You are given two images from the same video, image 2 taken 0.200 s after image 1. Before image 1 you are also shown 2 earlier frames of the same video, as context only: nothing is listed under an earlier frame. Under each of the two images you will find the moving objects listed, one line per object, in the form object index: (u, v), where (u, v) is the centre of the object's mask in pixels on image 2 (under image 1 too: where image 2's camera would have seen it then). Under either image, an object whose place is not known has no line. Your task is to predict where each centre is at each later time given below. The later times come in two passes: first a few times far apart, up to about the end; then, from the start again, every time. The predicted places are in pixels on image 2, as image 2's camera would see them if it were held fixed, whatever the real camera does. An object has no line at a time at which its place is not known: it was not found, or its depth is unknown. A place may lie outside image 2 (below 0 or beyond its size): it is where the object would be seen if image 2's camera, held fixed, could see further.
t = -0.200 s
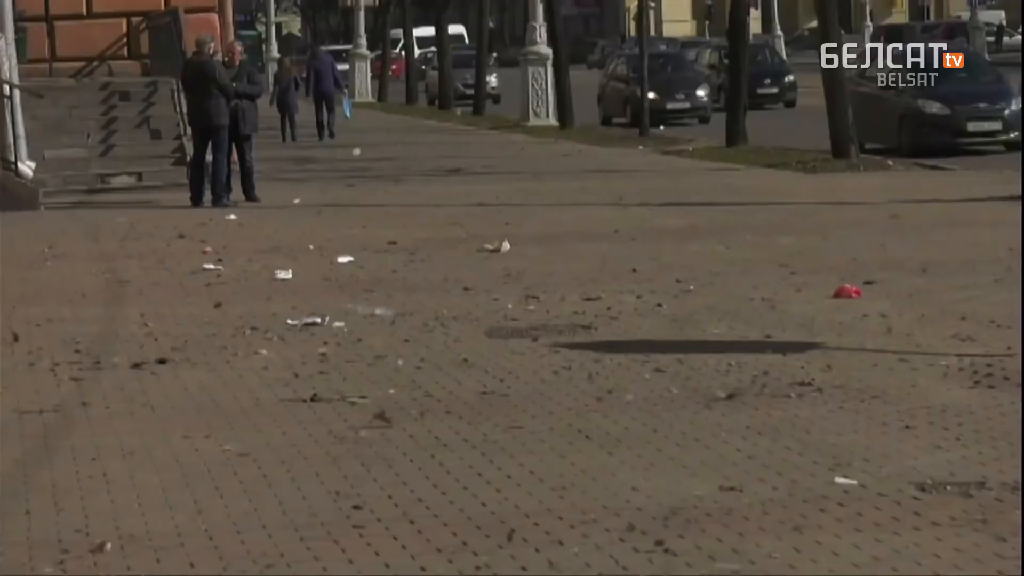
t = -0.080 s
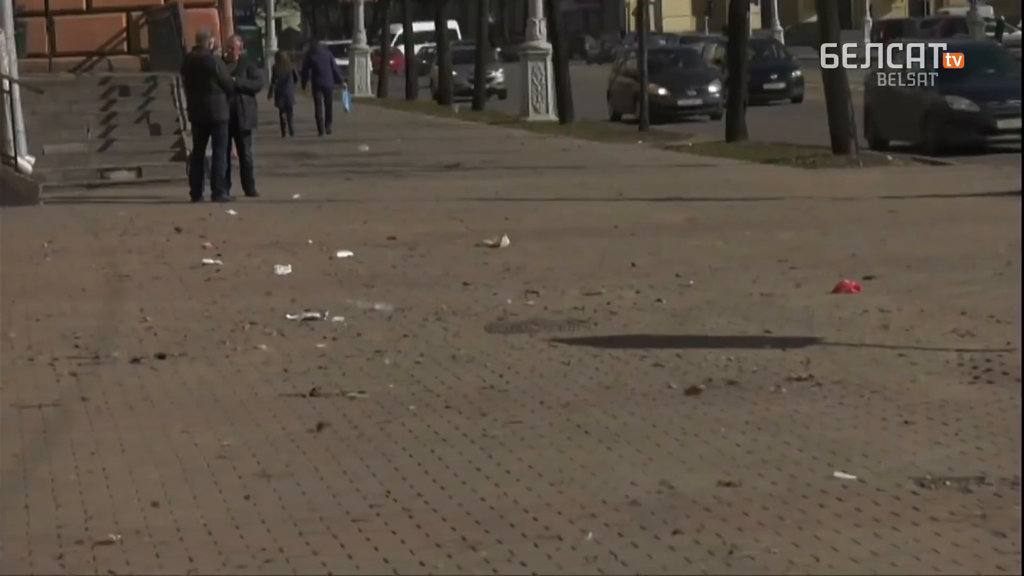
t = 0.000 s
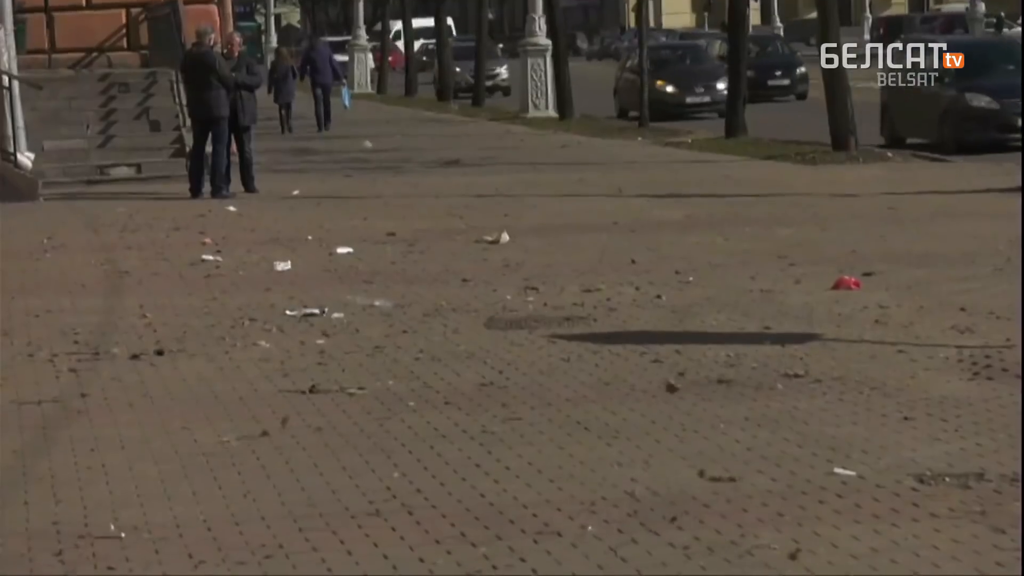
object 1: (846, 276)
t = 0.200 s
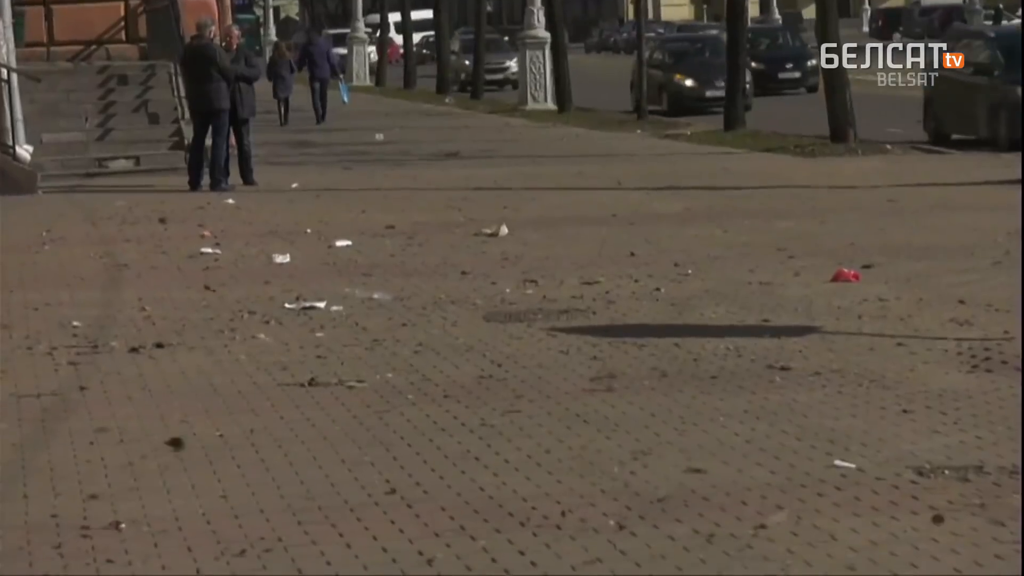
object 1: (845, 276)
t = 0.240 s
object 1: (846, 276)
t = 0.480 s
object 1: (845, 276)
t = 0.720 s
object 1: (844, 276)
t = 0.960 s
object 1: (820, 272)
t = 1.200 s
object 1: (771, 282)
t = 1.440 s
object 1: (727, 277)
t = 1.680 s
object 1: (671, 289)
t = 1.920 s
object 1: (629, 284)
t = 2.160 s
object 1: (577, 296)
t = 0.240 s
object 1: (846, 276)
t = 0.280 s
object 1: (846, 276)
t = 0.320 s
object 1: (846, 276)
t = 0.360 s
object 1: (845, 276)
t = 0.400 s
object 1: (845, 276)
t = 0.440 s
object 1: (845, 276)
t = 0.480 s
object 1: (845, 276)
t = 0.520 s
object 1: (845, 276)
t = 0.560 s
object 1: (845, 276)
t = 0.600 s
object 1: (845, 276)
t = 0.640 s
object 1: (845, 276)
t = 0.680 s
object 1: (844, 276)
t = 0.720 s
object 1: (844, 276)
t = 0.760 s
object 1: (843, 275)
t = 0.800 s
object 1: (842, 275)
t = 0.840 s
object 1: (837, 274)
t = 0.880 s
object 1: (833, 273)
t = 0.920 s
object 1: (826, 273)
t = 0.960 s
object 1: (820, 272)
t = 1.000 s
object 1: (812, 271)
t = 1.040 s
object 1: (804, 271)
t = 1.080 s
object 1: (795, 273)
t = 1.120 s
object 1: (786, 276)
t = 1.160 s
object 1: (777, 281)
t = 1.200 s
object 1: (771, 282)
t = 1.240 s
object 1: (764, 280)
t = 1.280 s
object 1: (758, 279)
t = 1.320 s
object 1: (751, 277)
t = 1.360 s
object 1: (744, 277)
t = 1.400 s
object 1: (735, 277)
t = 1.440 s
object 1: (727, 277)
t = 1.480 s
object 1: (718, 278)
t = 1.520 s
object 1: (709, 279)
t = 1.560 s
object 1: (699, 281)
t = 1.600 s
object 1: (690, 284)
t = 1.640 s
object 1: (681, 288)
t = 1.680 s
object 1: (671, 289)
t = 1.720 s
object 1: (663, 291)
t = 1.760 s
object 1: (657, 289)
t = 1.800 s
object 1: (652, 285)
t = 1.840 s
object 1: (644, 283)
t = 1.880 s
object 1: (638, 283)
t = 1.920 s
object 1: (629, 284)
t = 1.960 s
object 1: (621, 286)
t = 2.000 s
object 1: (612, 288)
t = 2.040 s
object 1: (604, 289)
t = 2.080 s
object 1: (594, 292)
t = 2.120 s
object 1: (586, 295)
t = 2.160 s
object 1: (577, 296)
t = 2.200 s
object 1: (569, 296)
